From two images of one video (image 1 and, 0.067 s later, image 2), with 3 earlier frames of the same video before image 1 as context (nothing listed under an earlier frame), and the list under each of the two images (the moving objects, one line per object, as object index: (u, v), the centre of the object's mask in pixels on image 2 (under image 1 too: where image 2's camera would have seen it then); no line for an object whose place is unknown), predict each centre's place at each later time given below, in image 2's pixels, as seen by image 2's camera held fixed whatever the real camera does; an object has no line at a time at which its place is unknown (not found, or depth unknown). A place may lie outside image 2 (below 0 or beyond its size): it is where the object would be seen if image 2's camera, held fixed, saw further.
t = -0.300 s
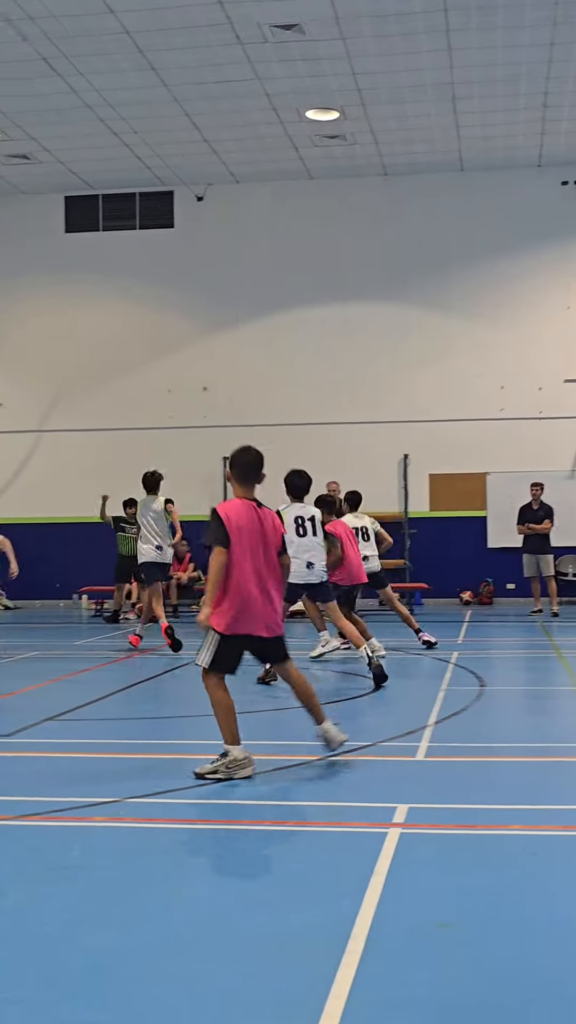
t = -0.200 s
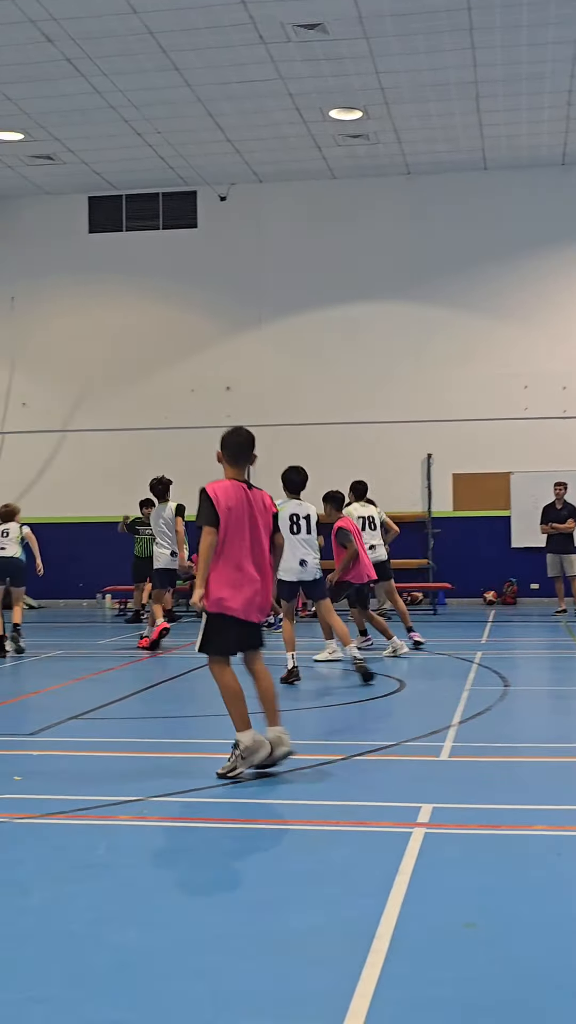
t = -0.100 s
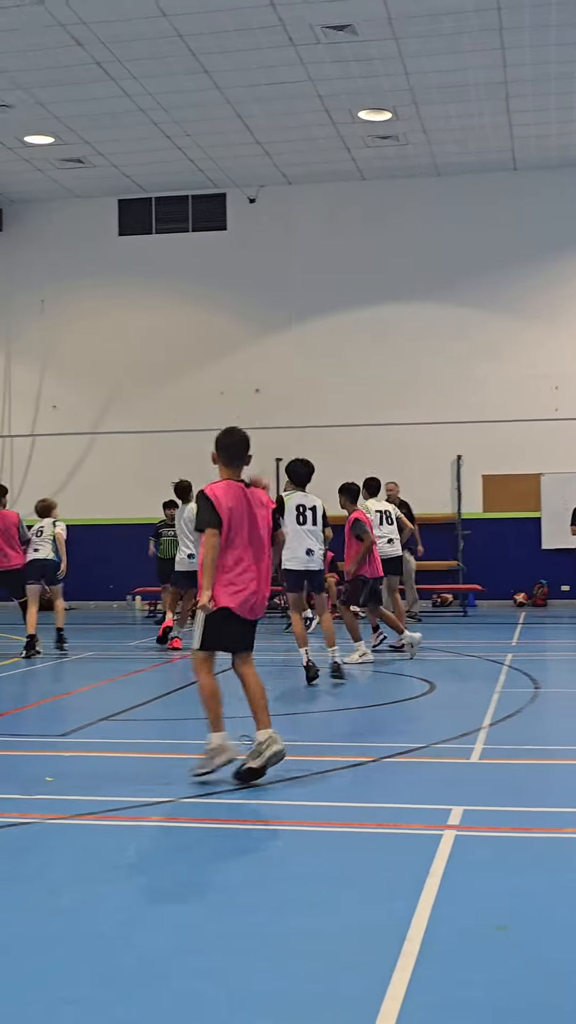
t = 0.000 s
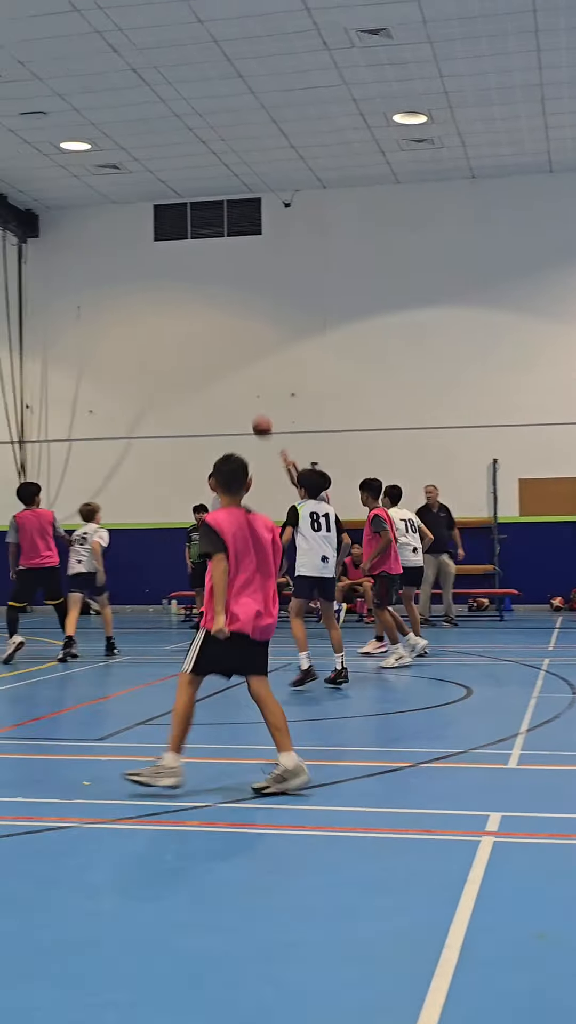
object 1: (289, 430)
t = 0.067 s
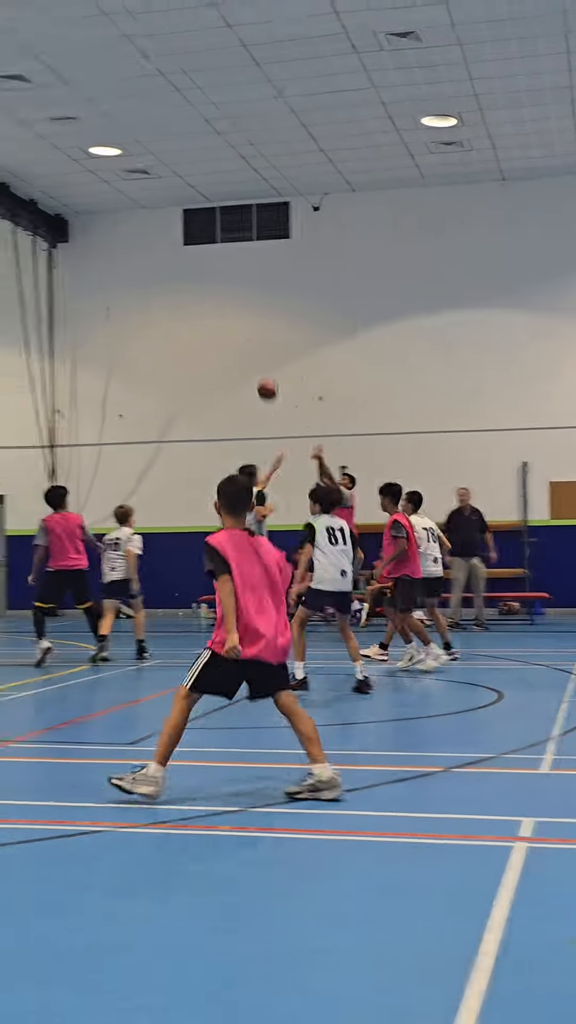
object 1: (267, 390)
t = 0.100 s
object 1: (257, 371)
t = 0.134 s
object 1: (246, 354)
